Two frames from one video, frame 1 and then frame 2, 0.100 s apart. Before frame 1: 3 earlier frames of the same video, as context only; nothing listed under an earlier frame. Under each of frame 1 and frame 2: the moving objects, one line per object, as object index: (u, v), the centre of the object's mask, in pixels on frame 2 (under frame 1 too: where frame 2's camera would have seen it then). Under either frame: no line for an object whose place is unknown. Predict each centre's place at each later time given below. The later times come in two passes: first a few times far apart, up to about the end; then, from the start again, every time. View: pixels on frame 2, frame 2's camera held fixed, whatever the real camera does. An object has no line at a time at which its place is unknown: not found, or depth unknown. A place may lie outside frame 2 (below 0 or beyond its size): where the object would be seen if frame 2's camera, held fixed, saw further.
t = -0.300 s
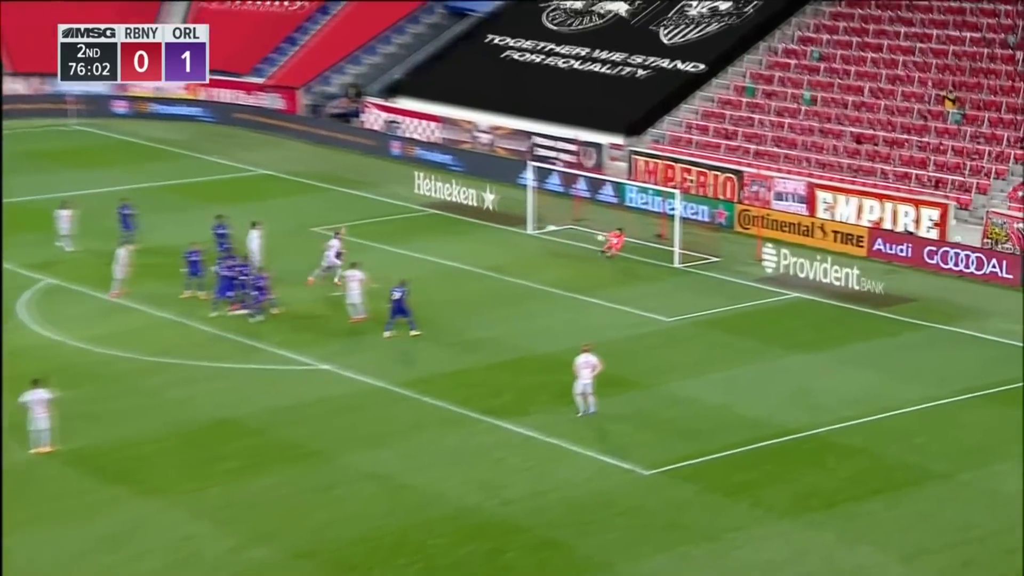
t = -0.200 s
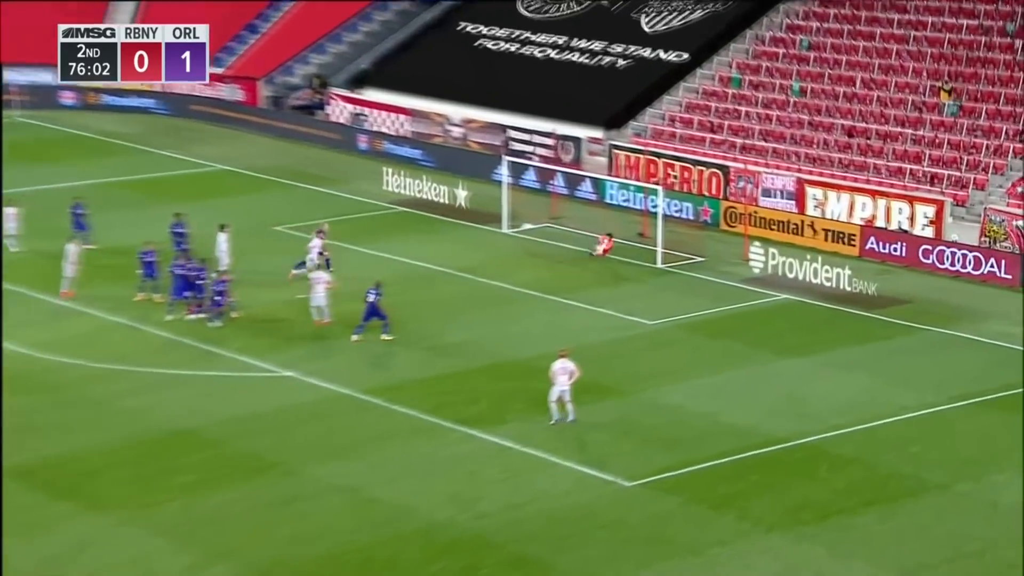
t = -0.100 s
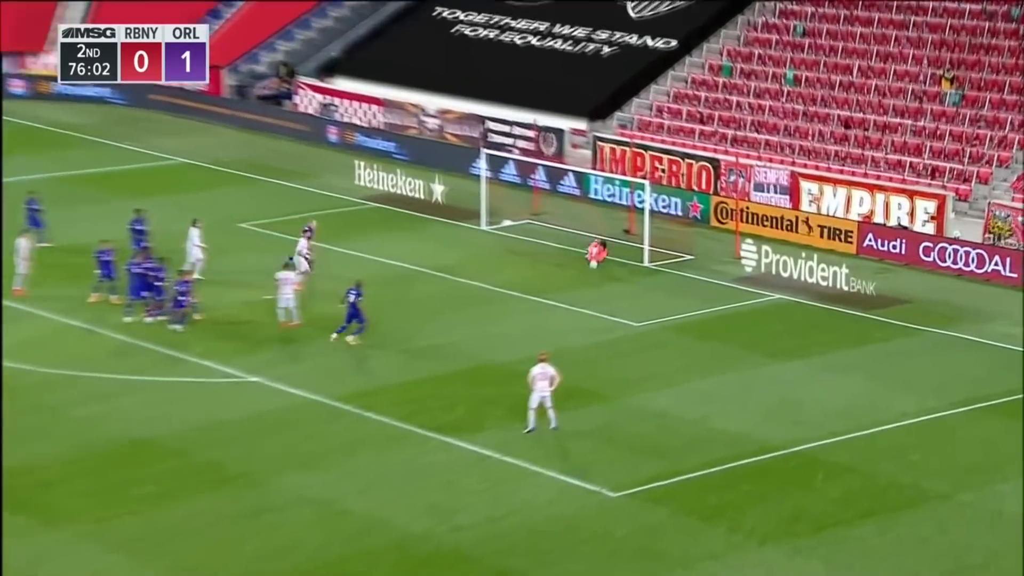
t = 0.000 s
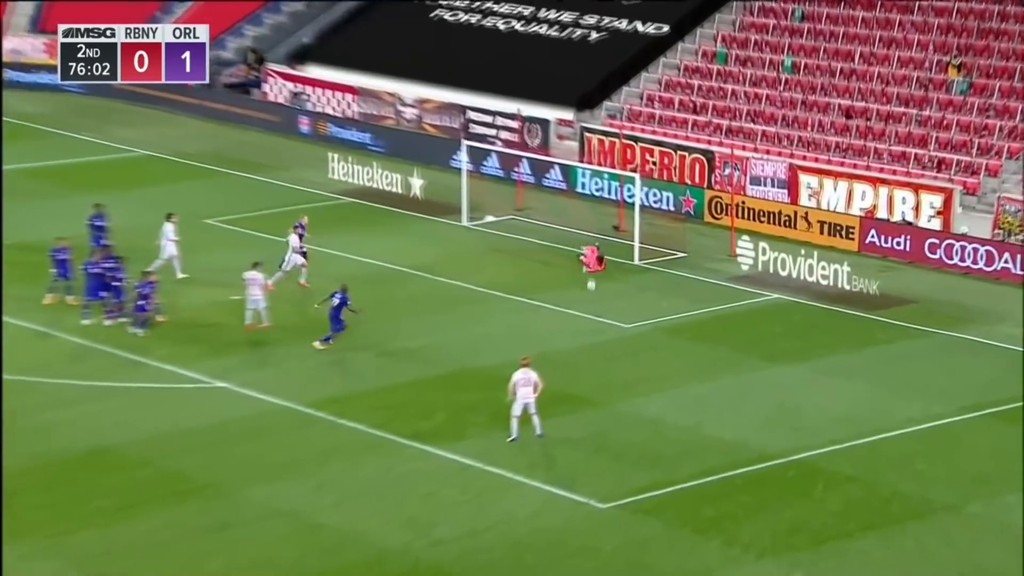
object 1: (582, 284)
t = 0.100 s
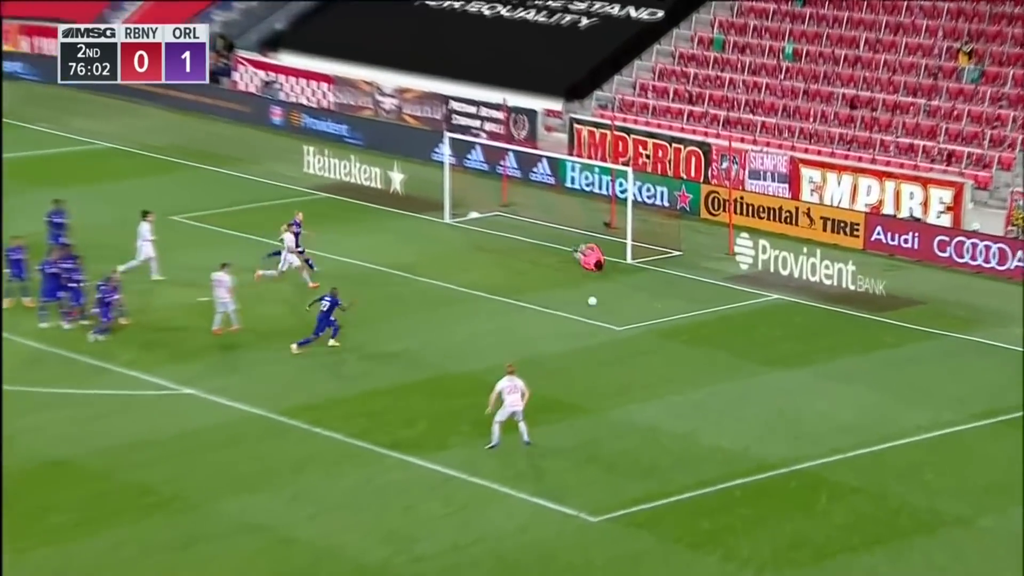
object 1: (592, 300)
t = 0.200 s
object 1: (603, 306)
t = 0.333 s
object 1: (617, 321)
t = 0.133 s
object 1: (595, 302)
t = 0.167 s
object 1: (599, 304)
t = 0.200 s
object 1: (603, 306)
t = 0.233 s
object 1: (606, 309)
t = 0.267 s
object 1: (610, 312)
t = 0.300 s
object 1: (613, 316)
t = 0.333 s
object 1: (617, 321)
